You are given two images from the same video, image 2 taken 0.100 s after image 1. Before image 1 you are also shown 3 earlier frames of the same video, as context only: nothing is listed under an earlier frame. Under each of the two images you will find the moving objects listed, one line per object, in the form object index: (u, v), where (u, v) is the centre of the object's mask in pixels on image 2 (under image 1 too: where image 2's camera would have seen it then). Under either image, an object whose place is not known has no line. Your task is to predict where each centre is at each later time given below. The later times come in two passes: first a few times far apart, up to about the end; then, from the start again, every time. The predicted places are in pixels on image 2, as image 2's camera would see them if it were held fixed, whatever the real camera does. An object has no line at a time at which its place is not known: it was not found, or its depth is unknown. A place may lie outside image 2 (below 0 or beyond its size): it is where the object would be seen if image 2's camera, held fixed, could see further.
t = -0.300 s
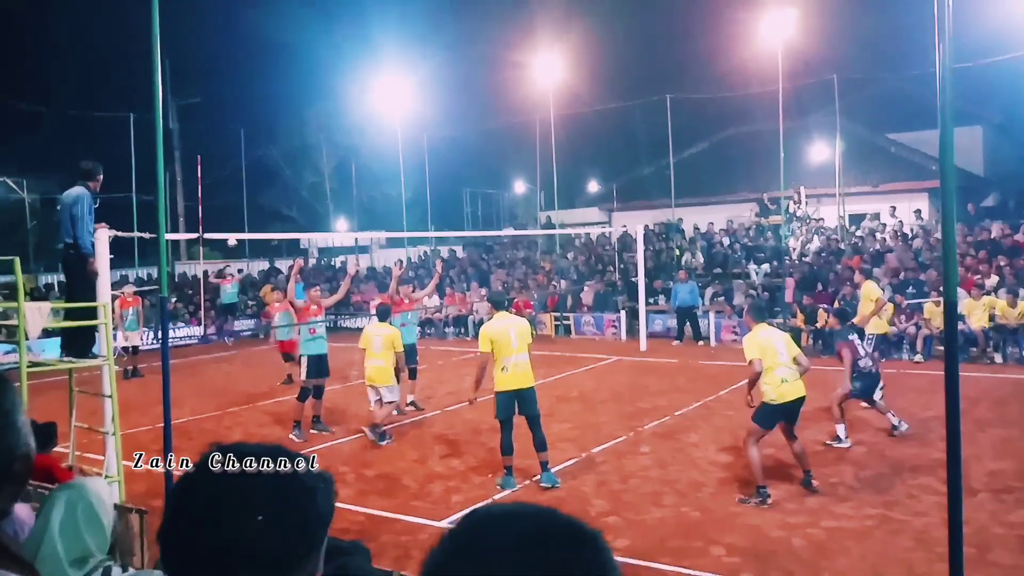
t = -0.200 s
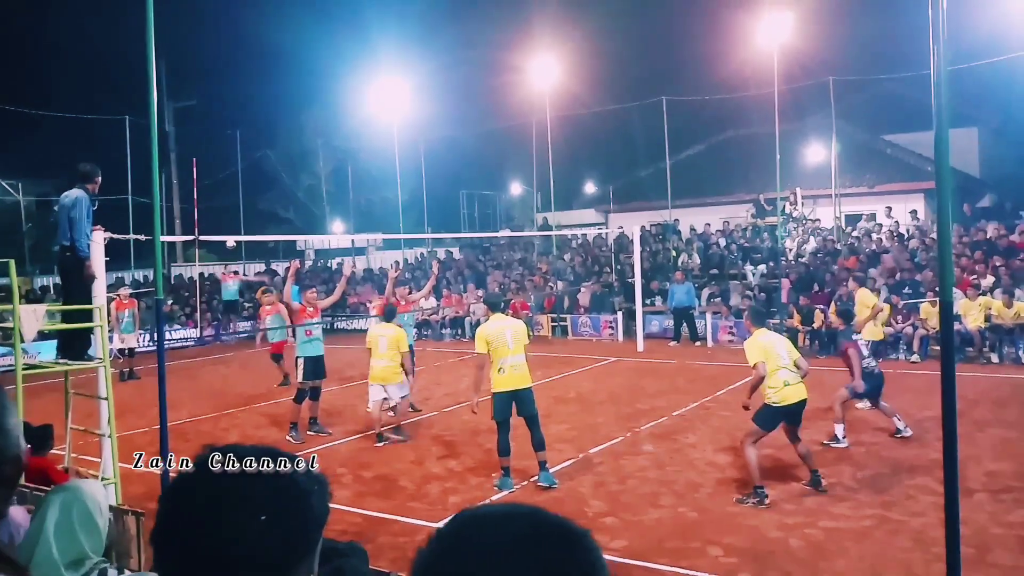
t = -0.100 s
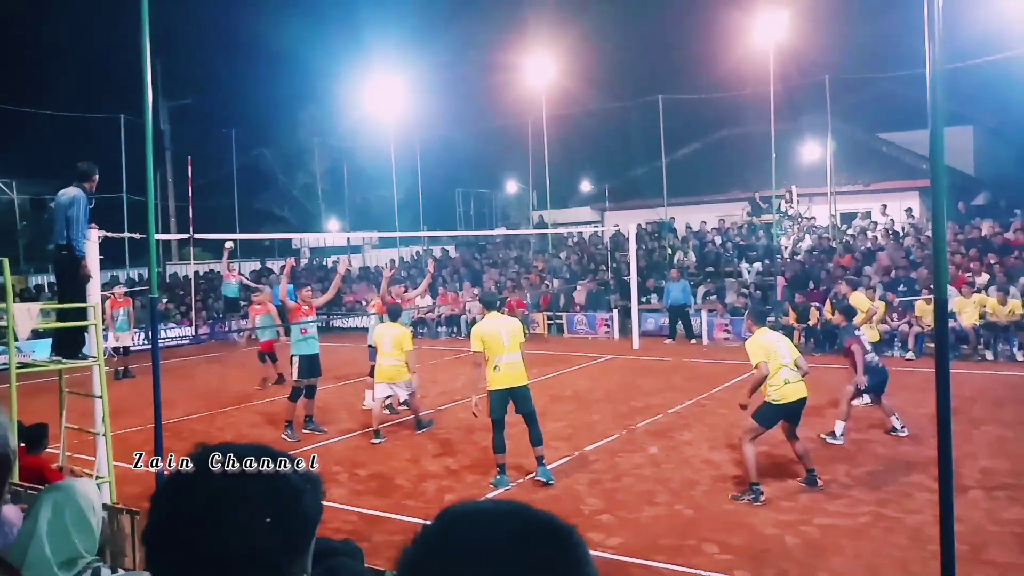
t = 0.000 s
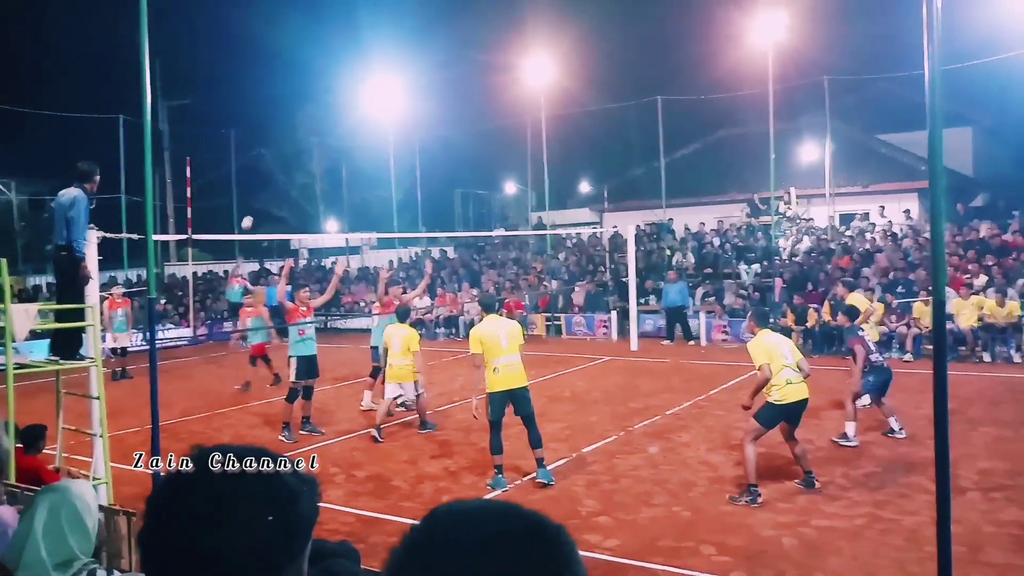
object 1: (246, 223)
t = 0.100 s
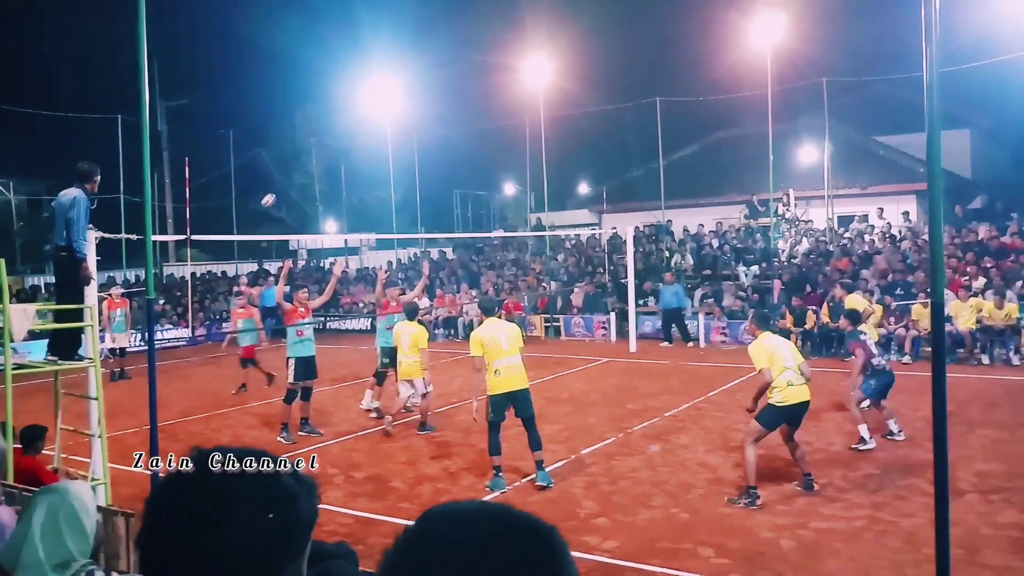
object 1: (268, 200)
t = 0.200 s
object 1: (293, 180)
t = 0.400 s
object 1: (350, 151)
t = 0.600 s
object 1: (422, 142)
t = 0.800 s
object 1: (513, 163)
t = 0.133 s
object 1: (276, 194)
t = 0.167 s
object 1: (284, 187)
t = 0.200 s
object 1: (293, 180)
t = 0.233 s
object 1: (302, 175)
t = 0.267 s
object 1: (311, 169)
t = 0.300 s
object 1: (320, 164)
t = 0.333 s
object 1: (330, 159)
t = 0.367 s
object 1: (340, 155)
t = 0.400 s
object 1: (350, 151)
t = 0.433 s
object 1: (360, 148)
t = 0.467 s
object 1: (373, 145)
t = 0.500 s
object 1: (383, 143)
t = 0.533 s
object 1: (396, 141)
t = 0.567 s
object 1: (409, 141)
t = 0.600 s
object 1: (422, 142)
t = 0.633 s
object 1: (435, 143)
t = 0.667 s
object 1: (448, 145)
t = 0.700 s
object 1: (464, 148)
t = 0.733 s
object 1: (479, 152)
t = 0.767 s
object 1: (495, 157)
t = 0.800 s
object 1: (513, 163)
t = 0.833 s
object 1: (529, 170)
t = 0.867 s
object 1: (548, 178)
